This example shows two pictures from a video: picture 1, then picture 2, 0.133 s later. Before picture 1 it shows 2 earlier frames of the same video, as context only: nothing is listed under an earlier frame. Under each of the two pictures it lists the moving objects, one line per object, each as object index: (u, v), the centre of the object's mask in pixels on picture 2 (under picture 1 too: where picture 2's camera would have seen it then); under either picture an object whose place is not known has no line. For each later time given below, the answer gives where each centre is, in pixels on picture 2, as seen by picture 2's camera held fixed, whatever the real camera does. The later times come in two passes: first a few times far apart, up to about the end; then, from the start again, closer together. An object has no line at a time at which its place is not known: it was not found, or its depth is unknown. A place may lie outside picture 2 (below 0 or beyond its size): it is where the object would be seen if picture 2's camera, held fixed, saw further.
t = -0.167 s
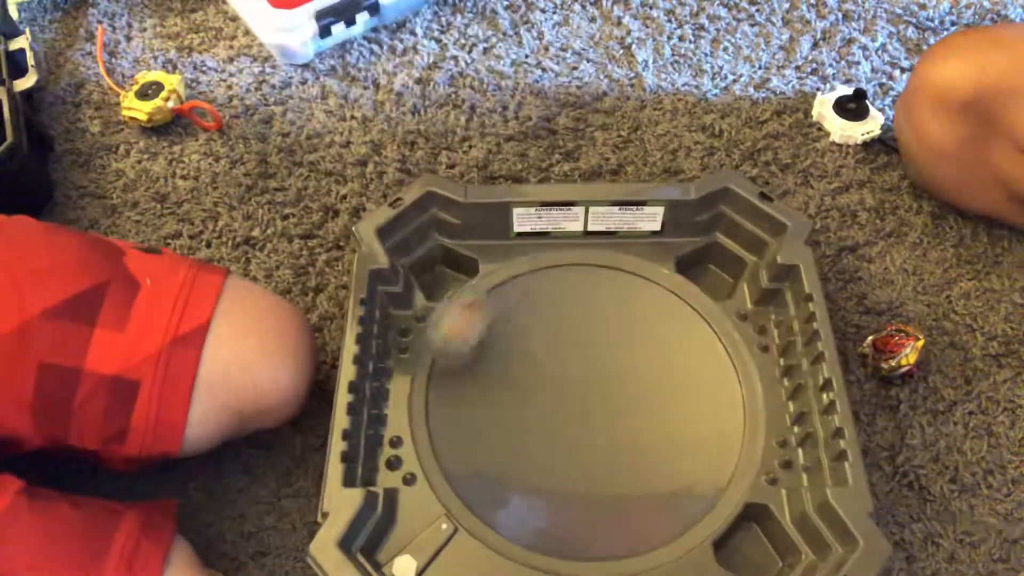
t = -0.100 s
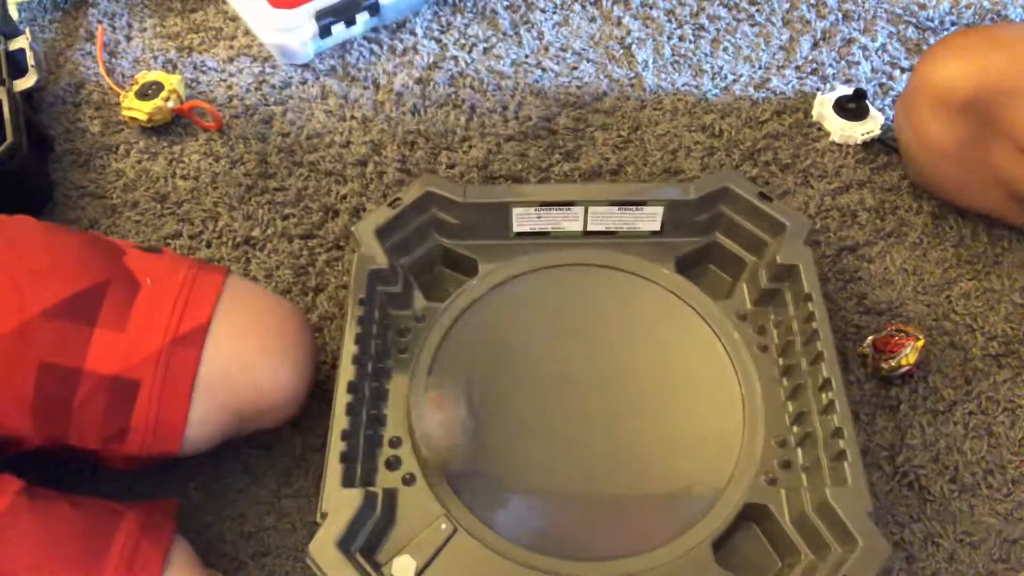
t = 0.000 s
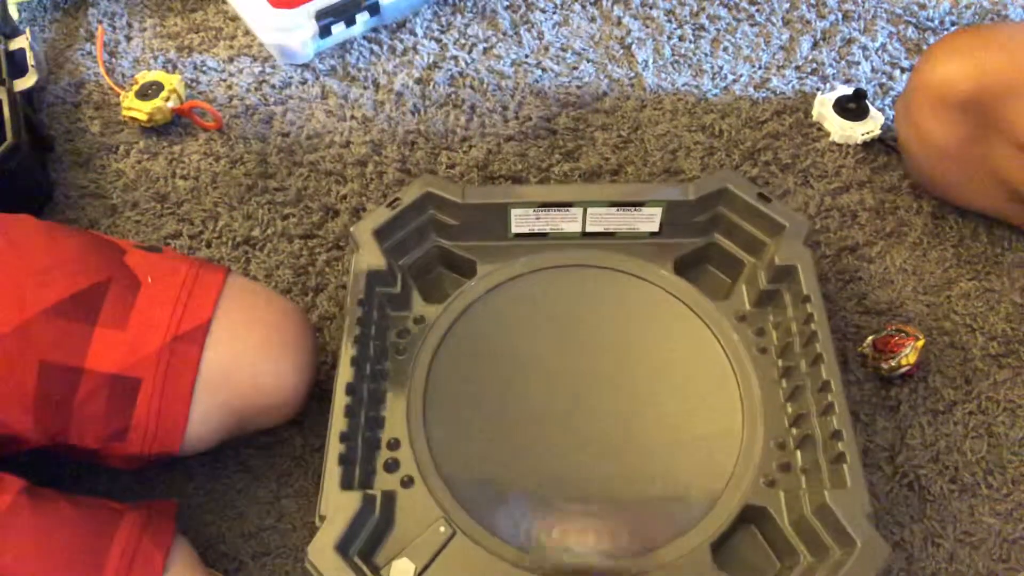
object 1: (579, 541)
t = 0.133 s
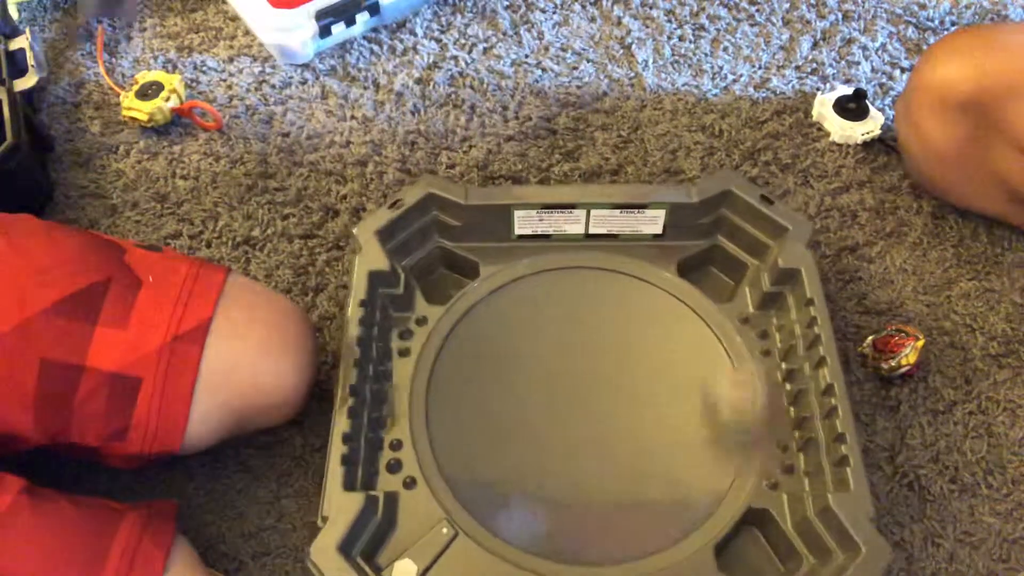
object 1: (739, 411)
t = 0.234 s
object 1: (639, 273)
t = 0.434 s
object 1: (460, 470)
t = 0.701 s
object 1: (694, 308)
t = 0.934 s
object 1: (440, 415)
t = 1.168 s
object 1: (730, 427)
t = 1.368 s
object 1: (558, 260)
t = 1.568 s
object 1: (469, 480)
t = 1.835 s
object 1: (738, 375)
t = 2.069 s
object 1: (503, 281)
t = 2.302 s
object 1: (508, 515)
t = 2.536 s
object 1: (733, 434)
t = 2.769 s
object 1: (618, 265)
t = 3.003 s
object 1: (440, 355)
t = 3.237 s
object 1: (546, 528)
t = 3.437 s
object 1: (719, 467)
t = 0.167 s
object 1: (722, 352)
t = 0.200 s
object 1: (689, 308)
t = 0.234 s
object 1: (639, 273)
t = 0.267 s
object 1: (581, 263)
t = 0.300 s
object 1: (520, 274)
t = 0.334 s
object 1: (475, 302)
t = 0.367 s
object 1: (446, 354)
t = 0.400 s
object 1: (441, 416)
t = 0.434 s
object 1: (460, 470)
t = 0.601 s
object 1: (727, 452)
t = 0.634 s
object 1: (732, 410)
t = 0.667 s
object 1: (723, 350)
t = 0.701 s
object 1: (694, 308)
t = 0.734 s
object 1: (648, 276)
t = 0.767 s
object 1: (600, 263)
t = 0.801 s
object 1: (547, 261)
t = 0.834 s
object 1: (495, 281)
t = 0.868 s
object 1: (461, 316)
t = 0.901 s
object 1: (441, 369)
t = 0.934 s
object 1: (440, 415)
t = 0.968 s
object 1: (465, 475)
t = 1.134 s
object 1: (716, 472)
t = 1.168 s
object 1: (730, 427)
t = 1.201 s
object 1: (733, 381)
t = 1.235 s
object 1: (718, 335)
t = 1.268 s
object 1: (688, 302)
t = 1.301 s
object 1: (647, 272)
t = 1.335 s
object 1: (602, 259)
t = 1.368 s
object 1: (558, 260)
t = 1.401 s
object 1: (509, 276)
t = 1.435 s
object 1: (477, 301)
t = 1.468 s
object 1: (451, 345)
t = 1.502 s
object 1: (439, 389)
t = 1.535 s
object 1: (448, 443)
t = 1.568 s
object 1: (469, 480)
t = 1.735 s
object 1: (704, 490)
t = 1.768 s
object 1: (722, 459)
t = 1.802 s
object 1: (738, 415)
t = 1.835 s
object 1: (738, 375)
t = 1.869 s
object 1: (717, 335)
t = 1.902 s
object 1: (694, 303)
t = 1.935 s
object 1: (657, 279)
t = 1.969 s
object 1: (622, 265)
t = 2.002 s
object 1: (580, 261)
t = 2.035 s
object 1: (540, 267)
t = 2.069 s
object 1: (503, 281)
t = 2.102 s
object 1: (471, 308)
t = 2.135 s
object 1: (451, 340)
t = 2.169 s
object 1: (442, 375)
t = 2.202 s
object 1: (439, 414)
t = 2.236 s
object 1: (451, 454)
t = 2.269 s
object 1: (473, 487)
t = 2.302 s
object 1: (508, 515)
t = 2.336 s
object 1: (550, 534)
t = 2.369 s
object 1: (598, 537)
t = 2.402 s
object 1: (641, 529)
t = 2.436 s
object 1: (676, 517)
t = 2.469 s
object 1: (701, 496)
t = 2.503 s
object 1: (722, 464)
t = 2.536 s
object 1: (733, 434)
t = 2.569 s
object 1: (737, 401)
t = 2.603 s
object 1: (732, 368)
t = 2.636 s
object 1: (721, 339)
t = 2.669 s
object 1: (701, 313)
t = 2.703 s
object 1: (676, 292)
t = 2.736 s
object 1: (647, 275)
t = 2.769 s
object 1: (618, 265)
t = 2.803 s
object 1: (586, 260)
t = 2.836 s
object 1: (553, 264)
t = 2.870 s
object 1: (524, 270)
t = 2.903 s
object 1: (494, 283)
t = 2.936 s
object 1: (471, 304)
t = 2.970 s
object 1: (454, 325)
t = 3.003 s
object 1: (440, 355)
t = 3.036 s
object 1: (435, 385)
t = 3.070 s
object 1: (436, 415)
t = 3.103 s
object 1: (445, 443)
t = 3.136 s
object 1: (461, 471)
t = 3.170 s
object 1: (486, 499)
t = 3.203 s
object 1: (512, 516)
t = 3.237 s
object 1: (546, 528)
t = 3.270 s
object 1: (579, 534)
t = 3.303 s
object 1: (619, 534)
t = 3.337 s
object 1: (655, 525)
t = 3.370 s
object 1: (678, 511)
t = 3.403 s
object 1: (701, 492)
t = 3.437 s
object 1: (719, 467)
